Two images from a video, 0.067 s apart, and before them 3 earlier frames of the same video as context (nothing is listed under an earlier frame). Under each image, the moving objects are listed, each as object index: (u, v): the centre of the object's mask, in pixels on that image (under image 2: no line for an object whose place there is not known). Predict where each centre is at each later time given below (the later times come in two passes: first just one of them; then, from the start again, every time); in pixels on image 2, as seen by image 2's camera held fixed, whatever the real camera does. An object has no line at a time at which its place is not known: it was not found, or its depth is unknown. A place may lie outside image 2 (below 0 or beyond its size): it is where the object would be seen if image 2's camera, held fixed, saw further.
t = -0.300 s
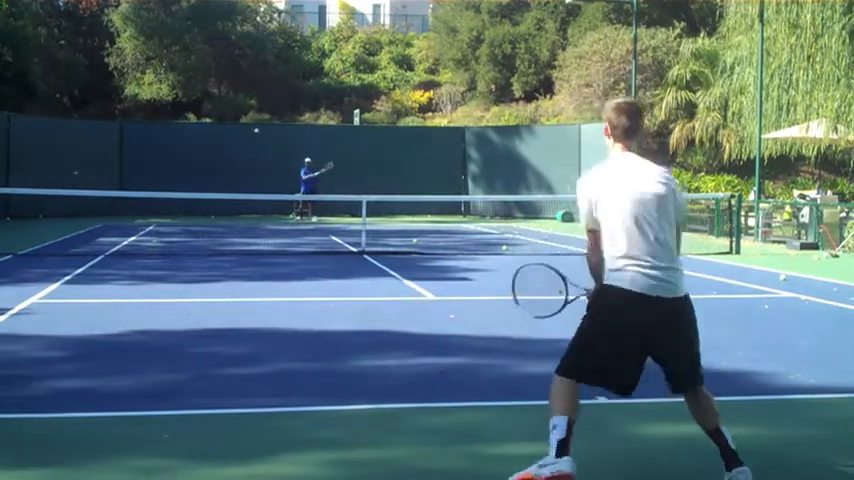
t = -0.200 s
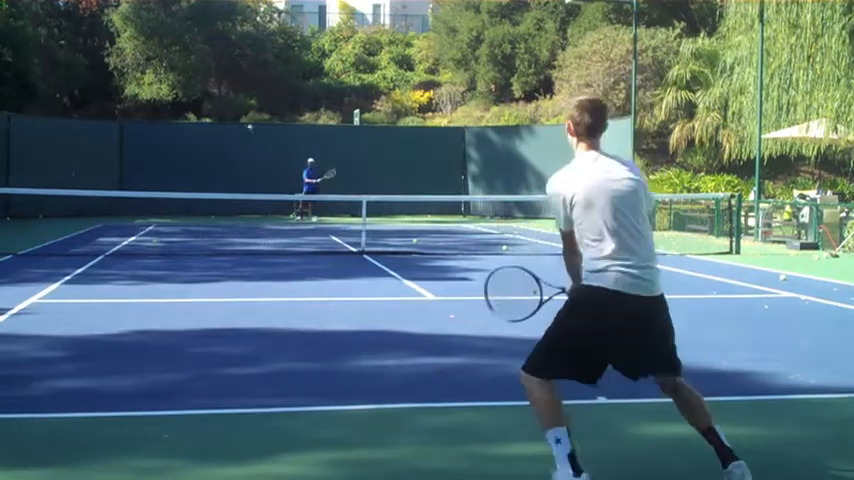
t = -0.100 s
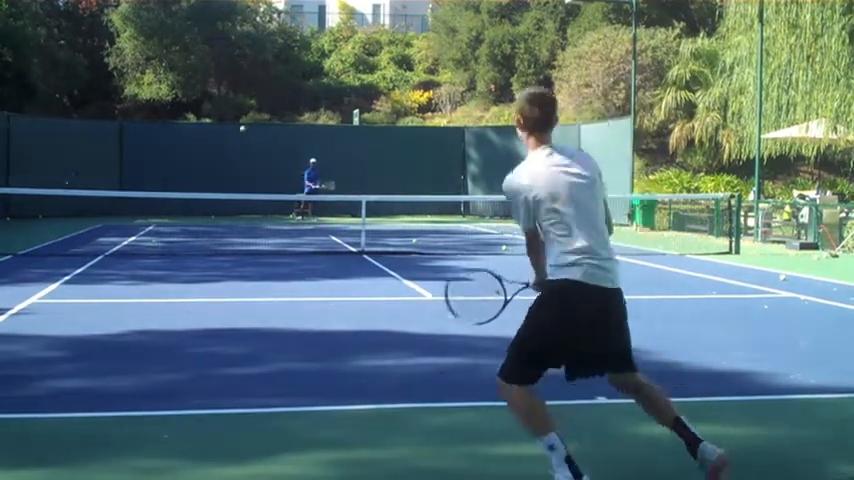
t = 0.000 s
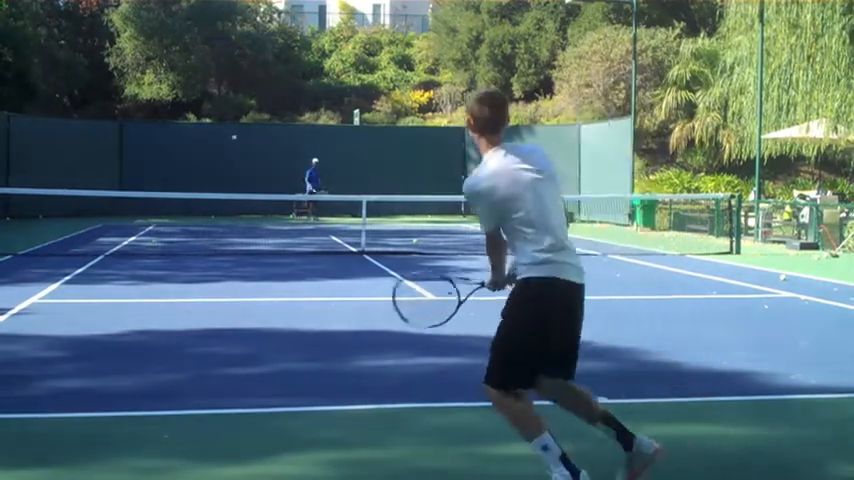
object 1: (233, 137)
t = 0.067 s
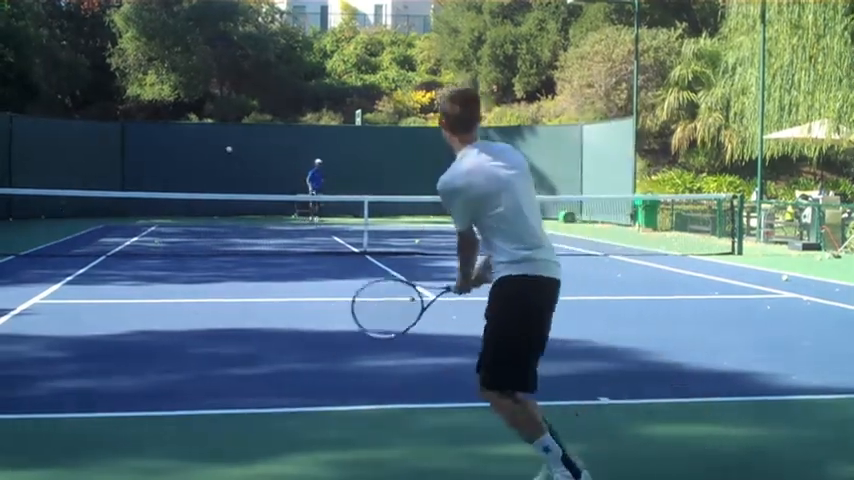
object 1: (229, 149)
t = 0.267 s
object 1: (199, 217)
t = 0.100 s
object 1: (224, 156)
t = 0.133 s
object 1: (221, 166)
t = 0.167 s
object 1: (216, 176)
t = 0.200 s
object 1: (211, 187)
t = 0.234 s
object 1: (205, 201)
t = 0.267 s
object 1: (199, 217)
